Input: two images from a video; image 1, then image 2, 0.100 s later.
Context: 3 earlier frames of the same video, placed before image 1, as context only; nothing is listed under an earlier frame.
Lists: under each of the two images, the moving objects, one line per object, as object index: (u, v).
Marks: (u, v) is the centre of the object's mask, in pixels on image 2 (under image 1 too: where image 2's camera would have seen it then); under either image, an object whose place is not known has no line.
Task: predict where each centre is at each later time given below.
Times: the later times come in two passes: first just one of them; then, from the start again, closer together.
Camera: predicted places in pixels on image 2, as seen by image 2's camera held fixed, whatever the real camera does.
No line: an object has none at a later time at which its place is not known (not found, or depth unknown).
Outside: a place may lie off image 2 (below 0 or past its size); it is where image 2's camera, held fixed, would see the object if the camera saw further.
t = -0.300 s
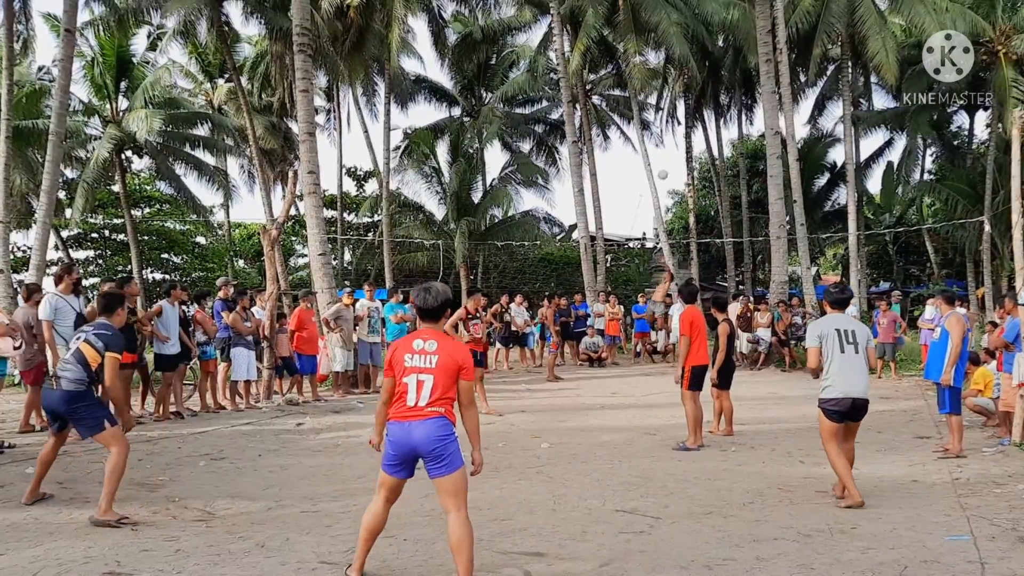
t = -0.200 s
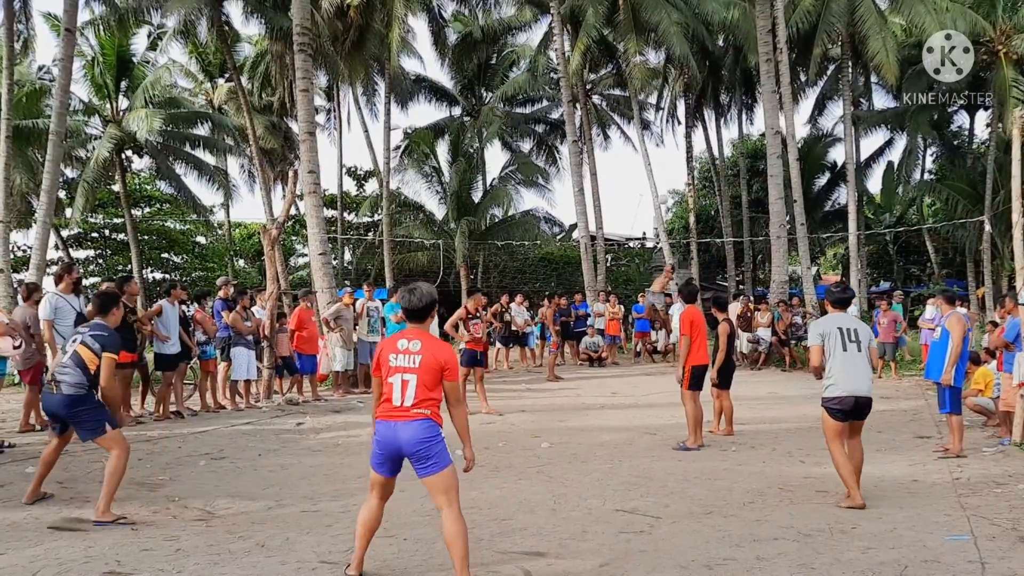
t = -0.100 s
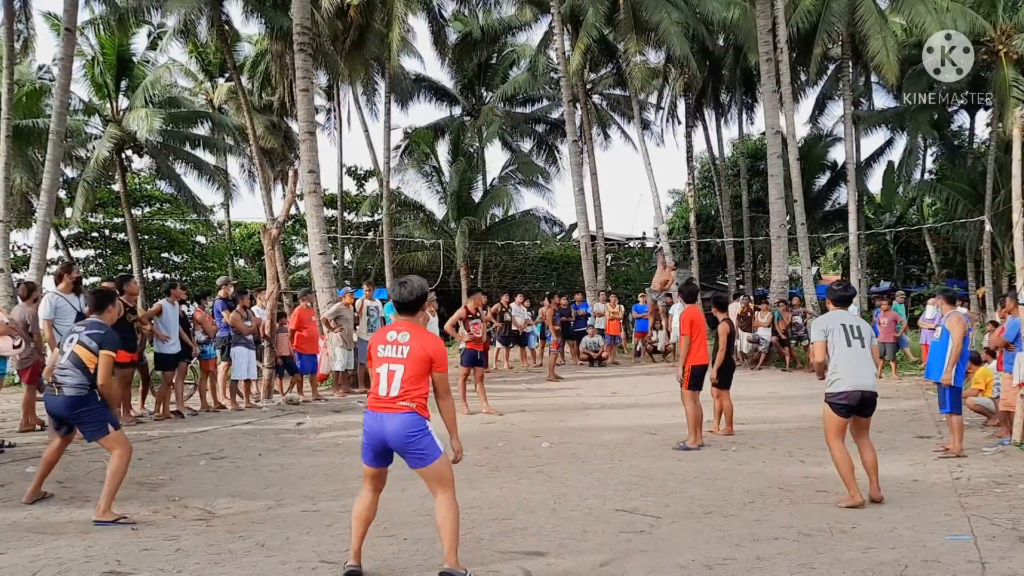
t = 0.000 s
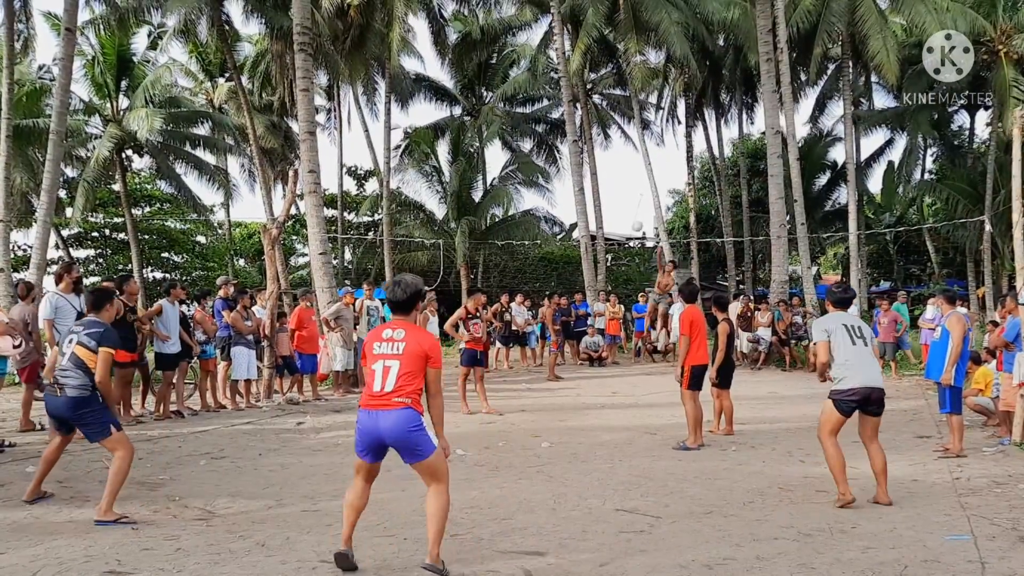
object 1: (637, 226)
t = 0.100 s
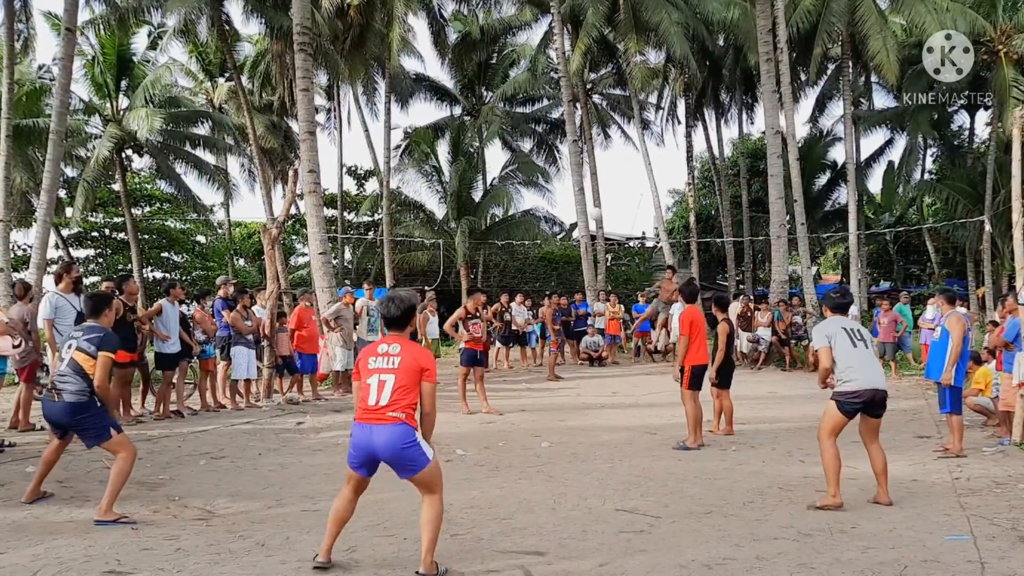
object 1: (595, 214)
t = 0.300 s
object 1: (480, 218)
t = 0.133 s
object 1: (580, 212)
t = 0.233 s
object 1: (525, 212)
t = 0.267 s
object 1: (503, 214)
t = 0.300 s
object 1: (480, 218)
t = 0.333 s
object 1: (454, 224)
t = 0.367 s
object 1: (426, 232)
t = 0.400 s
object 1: (395, 242)
